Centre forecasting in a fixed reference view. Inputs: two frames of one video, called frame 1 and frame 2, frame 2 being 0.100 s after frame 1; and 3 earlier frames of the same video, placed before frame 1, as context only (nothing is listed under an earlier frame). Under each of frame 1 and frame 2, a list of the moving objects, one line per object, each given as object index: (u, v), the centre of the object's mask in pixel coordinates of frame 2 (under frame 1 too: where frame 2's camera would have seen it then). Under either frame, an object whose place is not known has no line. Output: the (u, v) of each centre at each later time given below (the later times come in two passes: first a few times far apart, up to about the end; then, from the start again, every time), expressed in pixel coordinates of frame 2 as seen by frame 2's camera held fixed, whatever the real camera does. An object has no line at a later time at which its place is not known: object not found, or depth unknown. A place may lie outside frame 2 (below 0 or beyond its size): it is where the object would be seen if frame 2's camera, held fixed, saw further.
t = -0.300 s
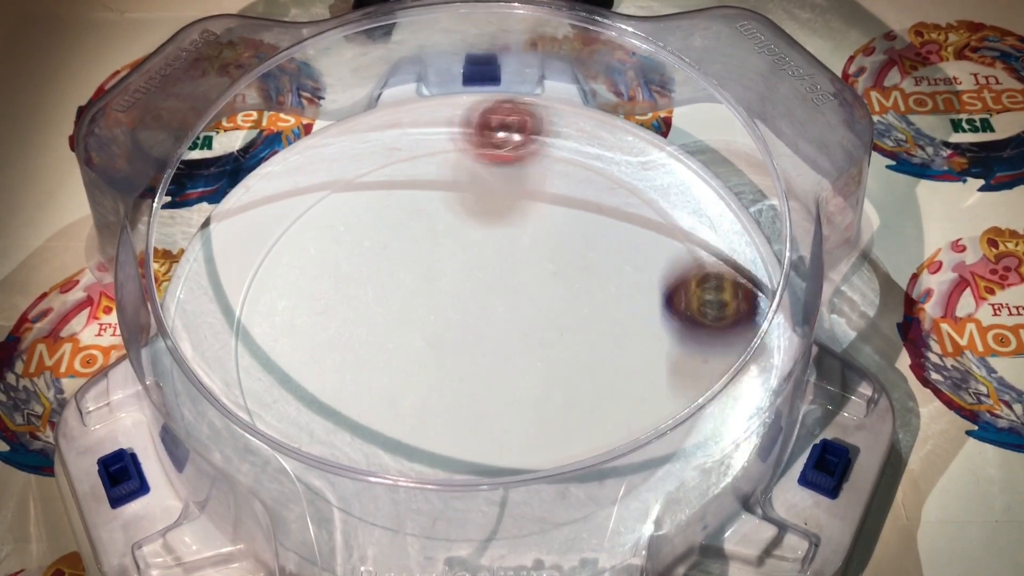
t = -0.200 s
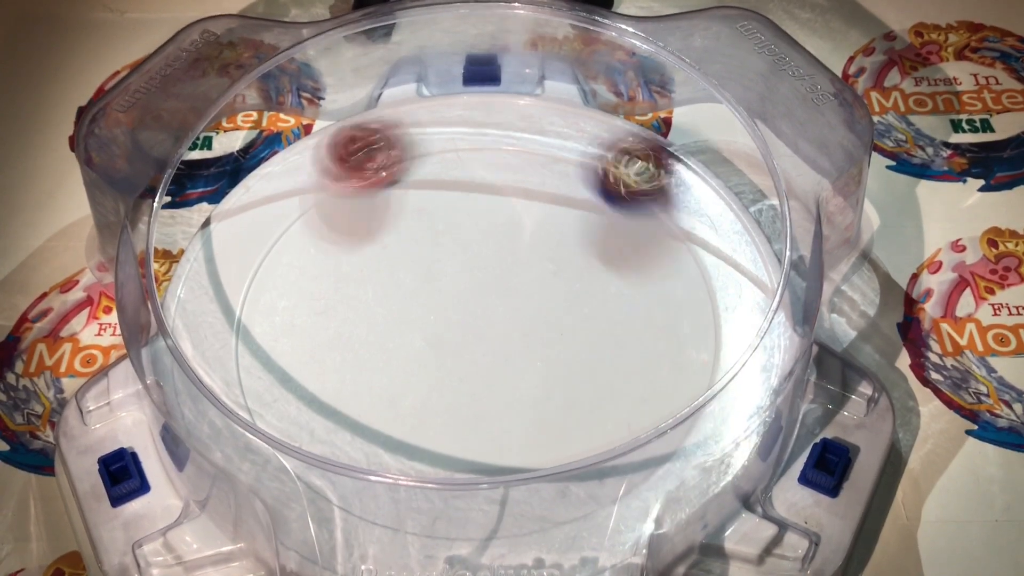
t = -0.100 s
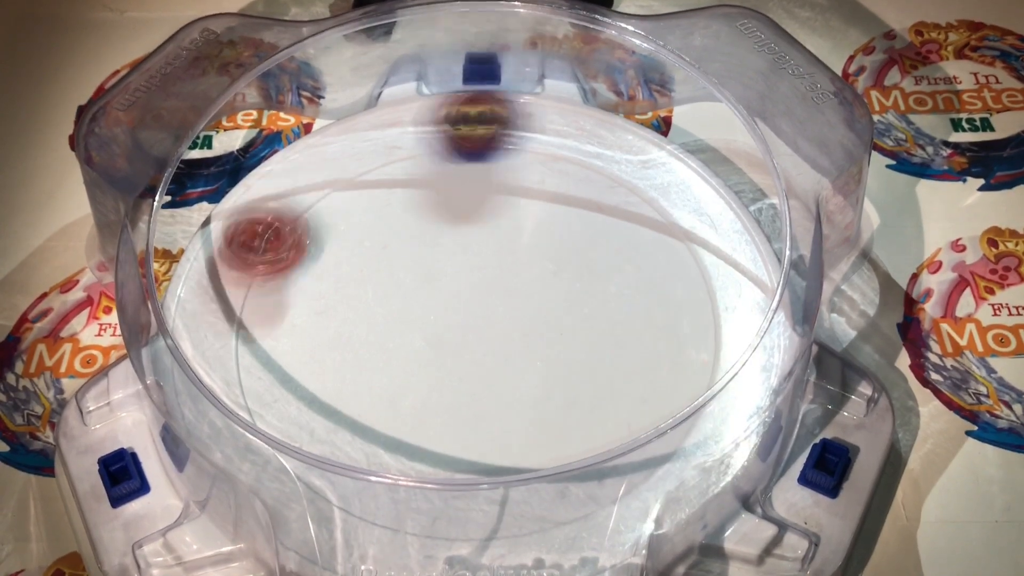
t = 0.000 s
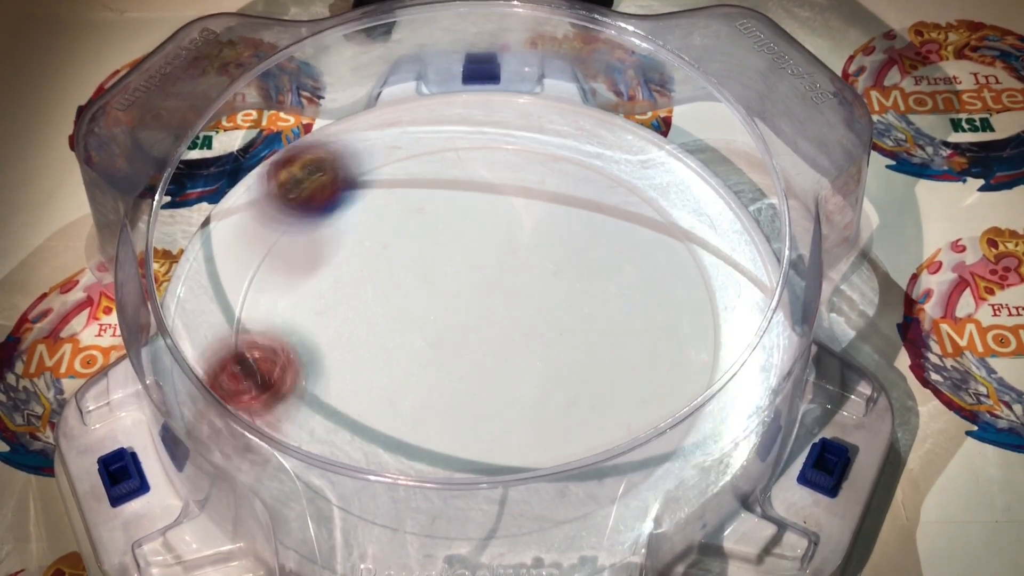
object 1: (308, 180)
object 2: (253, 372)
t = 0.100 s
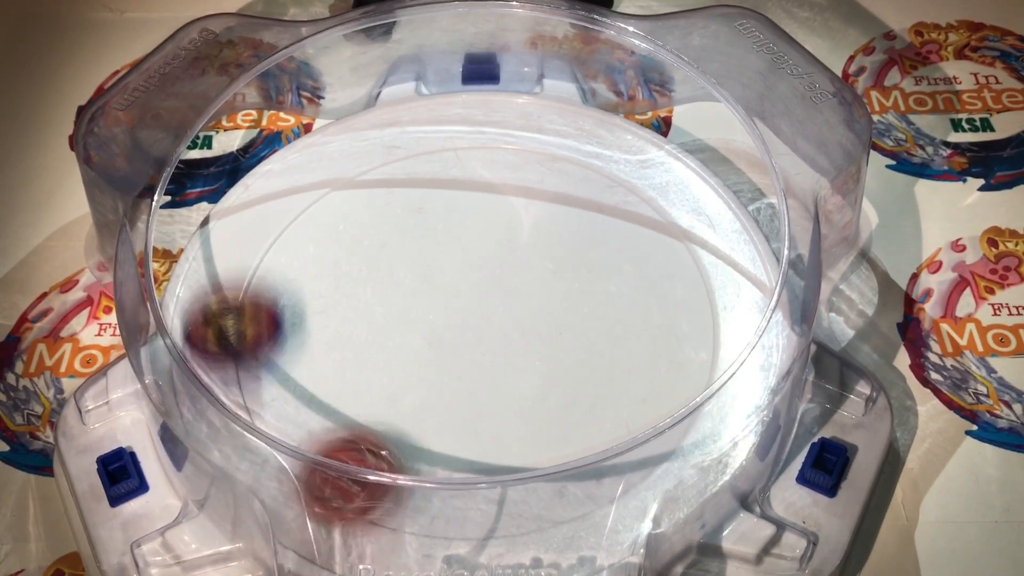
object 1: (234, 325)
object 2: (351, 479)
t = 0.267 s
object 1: (491, 503)
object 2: (603, 468)
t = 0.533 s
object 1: (658, 330)
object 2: (559, 142)
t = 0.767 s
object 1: (498, 241)
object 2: (299, 228)
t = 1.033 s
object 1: (320, 289)
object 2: (438, 465)
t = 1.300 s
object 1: (388, 409)
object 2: (703, 325)
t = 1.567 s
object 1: (509, 308)
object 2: (519, 160)
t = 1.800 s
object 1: (454, 209)
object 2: (293, 255)
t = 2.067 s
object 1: (394, 272)
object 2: (385, 485)
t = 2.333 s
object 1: (519, 302)
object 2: (656, 347)
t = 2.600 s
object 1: (491, 254)
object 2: (570, 147)
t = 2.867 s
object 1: (456, 312)
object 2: (348, 230)
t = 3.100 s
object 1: (532, 345)
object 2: (431, 427)
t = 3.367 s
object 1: (526, 297)
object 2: (684, 360)
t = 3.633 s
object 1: (452, 296)
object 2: (546, 205)
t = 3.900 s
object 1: (442, 331)
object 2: (306, 283)
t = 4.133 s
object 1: (474, 321)
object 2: (348, 458)
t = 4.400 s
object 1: (467, 283)
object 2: (596, 365)
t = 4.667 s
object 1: (445, 288)
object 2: (528, 170)
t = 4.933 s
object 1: (476, 297)
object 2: (324, 207)
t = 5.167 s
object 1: (496, 288)
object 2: (380, 387)
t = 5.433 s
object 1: (491, 289)
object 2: (640, 384)
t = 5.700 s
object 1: (489, 308)
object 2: (614, 212)
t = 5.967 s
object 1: (493, 318)
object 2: (384, 244)
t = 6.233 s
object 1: (480, 315)
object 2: (333, 420)
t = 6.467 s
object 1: (465, 316)
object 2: (540, 432)
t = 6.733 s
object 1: (460, 312)
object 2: (575, 243)
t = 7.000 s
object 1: (460, 300)
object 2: (397, 170)
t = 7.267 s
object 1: (460, 292)
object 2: (337, 331)
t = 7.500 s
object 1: (465, 289)
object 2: (525, 414)
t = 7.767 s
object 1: (477, 288)
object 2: (658, 277)
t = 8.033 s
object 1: (486, 292)
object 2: (481, 217)
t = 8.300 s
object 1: (492, 301)
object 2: (330, 340)
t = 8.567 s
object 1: (494, 307)
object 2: (473, 439)
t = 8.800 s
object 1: (455, 276)
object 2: (635, 355)
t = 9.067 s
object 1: (373, 212)
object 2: (667, 277)
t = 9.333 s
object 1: (379, 246)
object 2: (494, 294)
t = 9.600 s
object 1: (457, 207)
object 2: (386, 544)
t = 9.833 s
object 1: (517, 223)
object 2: (472, 521)
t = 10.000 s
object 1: (531, 271)
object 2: (510, 431)
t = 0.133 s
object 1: (255, 380)
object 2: (399, 500)
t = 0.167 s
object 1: (287, 435)
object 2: (453, 509)
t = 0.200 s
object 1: (344, 475)
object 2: (509, 501)
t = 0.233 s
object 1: (421, 500)
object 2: (563, 493)
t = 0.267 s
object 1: (491, 503)
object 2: (603, 468)
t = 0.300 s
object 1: (555, 482)
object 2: (652, 427)
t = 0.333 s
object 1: (593, 466)
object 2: (687, 376)
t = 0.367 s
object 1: (622, 447)
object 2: (703, 329)
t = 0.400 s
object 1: (646, 424)
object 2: (700, 275)
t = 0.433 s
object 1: (660, 401)
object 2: (681, 231)
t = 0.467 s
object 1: (664, 374)
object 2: (646, 190)
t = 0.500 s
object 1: (666, 353)
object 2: (603, 161)
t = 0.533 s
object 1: (658, 330)
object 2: (559, 142)
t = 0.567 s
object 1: (643, 306)
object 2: (512, 133)
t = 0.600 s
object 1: (625, 288)
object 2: (462, 133)
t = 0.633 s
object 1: (601, 272)
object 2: (417, 138)
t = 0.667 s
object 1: (576, 260)
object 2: (379, 154)
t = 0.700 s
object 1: (550, 251)
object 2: (344, 173)
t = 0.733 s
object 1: (524, 245)
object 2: (316, 200)
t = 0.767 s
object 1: (498, 241)
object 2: (299, 228)
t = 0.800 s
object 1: (474, 240)
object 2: (287, 262)
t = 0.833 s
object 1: (448, 240)
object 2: (282, 300)
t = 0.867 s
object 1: (424, 243)
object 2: (287, 334)
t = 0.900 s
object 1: (400, 248)
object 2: (301, 369)
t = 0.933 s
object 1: (378, 254)
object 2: (324, 402)
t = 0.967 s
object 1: (356, 262)
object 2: (356, 427)
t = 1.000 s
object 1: (336, 275)
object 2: (395, 451)
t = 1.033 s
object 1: (320, 289)
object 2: (438, 465)
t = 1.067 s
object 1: (306, 307)
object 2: (486, 473)
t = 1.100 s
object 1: (298, 328)
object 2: (531, 472)
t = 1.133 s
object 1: (298, 349)
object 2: (573, 462)
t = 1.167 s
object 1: (304, 368)
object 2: (616, 443)
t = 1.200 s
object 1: (316, 385)
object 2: (650, 420)
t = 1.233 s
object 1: (337, 396)
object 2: (677, 390)
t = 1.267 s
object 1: (361, 406)
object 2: (690, 357)
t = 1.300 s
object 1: (388, 409)
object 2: (703, 325)
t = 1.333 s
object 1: (414, 407)
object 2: (703, 294)
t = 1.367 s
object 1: (441, 400)
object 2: (690, 262)
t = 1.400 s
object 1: (463, 388)
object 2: (673, 232)
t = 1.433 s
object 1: (480, 374)
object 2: (649, 209)
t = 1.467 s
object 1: (493, 357)
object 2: (622, 191)
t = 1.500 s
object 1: (502, 341)
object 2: (589, 175)
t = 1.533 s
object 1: (507, 322)
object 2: (554, 165)
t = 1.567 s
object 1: (509, 308)
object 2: (519, 160)
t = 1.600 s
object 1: (509, 289)
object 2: (480, 160)
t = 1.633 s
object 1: (507, 268)
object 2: (444, 166)
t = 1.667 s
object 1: (501, 253)
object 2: (408, 175)
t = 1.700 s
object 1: (493, 239)
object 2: (375, 188)
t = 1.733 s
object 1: (482, 227)
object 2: (343, 207)
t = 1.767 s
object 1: (469, 217)
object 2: (314, 230)
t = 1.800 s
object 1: (454, 209)
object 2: (293, 255)
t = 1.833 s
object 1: (437, 205)
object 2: (275, 286)
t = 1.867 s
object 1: (420, 206)
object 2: (265, 316)
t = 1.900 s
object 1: (405, 212)
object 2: (263, 350)
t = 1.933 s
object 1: (393, 219)
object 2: (270, 383)
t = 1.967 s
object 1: (387, 232)
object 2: (291, 407)
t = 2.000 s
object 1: (387, 245)
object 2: (313, 444)
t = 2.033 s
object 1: (389, 260)
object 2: (347, 467)
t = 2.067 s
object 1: (394, 272)
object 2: (385, 485)
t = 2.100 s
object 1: (402, 281)
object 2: (434, 492)
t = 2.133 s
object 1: (414, 293)
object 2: (483, 491)
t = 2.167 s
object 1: (427, 300)
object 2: (525, 485)
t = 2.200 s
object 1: (443, 304)
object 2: (562, 462)
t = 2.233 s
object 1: (461, 307)
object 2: (597, 436)
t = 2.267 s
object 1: (483, 309)
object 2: (620, 407)
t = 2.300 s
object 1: (502, 309)
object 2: (643, 380)
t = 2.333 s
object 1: (519, 302)
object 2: (656, 347)
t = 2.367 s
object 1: (533, 296)
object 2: (660, 316)
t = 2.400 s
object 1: (547, 286)
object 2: (653, 286)
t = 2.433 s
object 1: (550, 273)
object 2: (651, 253)
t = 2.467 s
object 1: (543, 268)
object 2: (649, 225)
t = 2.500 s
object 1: (532, 261)
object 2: (639, 199)
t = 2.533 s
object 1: (517, 256)
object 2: (625, 173)
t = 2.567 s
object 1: (504, 253)
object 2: (600, 157)
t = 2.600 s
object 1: (491, 254)
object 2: (570, 147)
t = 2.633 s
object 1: (479, 256)
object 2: (535, 135)
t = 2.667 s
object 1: (469, 259)
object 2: (505, 132)
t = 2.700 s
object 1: (462, 266)
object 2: (471, 135)
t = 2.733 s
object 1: (456, 274)
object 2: (440, 143)
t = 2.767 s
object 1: (453, 283)
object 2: (410, 158)
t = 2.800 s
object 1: (451, 293)
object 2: (384, 178)
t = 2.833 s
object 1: (452, 304)
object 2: (365, 202)
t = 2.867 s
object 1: (456, 312)
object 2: (348, 230)
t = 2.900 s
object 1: (464, 321)
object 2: (338, 263)
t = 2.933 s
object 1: (474, 330)
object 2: (337, 291)
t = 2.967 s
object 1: (484, 341)
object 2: (342, 321)
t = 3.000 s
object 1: (494, 347)
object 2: (354, 351)
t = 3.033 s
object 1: (504, 351)
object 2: (372, 380)
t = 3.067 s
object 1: (517, 346)
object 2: (397, 406)
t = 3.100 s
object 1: (532, 345)
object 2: (431, 427)
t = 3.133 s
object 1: (543, 341)
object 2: (465, 438)
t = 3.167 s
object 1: (550, 336)
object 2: (505, 441)
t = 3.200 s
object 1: (553, 330)
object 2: (544, 448)
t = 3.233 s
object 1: (552, 322)
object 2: (581, 444)
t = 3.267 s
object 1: (549, 315)
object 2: (618, 433)
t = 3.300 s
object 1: (543, 309)
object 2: (649, 412)
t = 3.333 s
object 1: (535, 302)
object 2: (667, 384)
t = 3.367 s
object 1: (526, 297)
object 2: (684, 360)
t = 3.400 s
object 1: (516, 291)
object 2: (694, 336)
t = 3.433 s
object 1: (506, 288)
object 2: (690, 306)
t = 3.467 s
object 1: (496, 286)
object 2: (680, 280)
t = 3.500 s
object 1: (485, 285)
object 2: (662, 257)
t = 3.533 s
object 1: (475, 286)
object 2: (638, 236)
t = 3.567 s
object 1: (466, 288)
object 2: (612, 221)
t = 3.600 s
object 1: (459, 291)
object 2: (581, 212)
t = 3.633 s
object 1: (452, 296)
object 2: (546, 205)
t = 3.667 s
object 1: (446, 300)
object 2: (513, 202)
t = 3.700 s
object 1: (442, 305)
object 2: (481, 203)
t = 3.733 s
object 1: (438, 311)
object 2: (447, 208)
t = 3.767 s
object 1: (436, 316)
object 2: (416, 215)
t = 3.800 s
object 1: (435, 321)
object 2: (381, 229)
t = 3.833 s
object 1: (436, 325)
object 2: (354, 244)
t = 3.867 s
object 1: (439, 328)
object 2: (328, 262)
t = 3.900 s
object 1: (442, 331)
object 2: (306, 283)
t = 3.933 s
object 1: (447, 333)
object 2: (288, 308)
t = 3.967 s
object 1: (452, 334)
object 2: (279, 333)
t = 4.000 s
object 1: (456, 334)
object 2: (273, 362)
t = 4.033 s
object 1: (462, 331)
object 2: (280, 390)
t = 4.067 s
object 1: (466, 329)
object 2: (296, 414)
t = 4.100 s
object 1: (471, 325)
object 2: (318, 440)
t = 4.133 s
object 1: (474, 321)
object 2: (348, 458)
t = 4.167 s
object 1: (477, 316)
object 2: (384, 469)
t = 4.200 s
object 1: (478, 310)
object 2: (425, 472)
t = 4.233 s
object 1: (479, 305)
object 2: (466, 465)
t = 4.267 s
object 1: (478, 300)
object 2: (501, 446)
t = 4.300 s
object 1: (477, 294)
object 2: (533, 435)
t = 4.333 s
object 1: (474, 290)
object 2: (561, 418)
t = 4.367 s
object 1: (471, 286)
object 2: (581, 393)
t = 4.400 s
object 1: (467, 283)
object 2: (596, 365)
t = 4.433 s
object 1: (463, 281)
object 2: (605, 336)
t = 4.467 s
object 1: (459, 280)
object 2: (607, 306)
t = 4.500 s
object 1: (454, 280)
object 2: (605, 279)
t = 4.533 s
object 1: (451, 280)
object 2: (597, 254)
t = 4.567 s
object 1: (448, 281)
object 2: (586, 229)
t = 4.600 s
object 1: (446, 282)
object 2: (569, 204)
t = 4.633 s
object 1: (445, 285)
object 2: (550, 186)
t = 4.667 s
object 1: (445, 288)
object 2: (528, 170)
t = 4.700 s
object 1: (447, 291)
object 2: (505, 157)
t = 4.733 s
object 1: (450, 295)
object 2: (478, 148)
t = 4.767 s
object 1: (454, 296)
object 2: (450, 145)
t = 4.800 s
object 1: (458, 297)
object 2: (419, 146)
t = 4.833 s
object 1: (463, 298)
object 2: (389, 154)
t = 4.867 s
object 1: (467, 298)
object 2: (364, 166)
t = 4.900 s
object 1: (472, 298)
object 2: (341, 184)
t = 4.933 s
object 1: (476, 297)
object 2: (324, 207)
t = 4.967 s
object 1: (480, 296)
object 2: (313, 233)
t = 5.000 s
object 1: (484, 295)
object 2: (309, 259)
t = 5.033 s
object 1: (488, 294)
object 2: (311, 287)
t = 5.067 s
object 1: (490, 292)
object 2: (319, 315)
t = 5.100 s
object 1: (493, 290)
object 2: (334, 341)
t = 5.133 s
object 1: (495, 289)
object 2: (355, 365)
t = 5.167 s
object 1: (496, 288)
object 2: (380, 387)
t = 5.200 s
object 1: (497, 287)
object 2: (410, 405)
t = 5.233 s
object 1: (497, 286)
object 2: (443, 417)
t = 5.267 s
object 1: (497, 286)
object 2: (479, 425)
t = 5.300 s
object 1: (496, 286)
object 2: (514, 427)
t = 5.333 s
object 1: (495, 286)
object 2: (548, 424)
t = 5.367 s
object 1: (494, 287)
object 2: (582, 415)
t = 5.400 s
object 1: (493, 288)
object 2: (613, 401)
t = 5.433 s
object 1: (491, 289)
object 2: (640, 384)
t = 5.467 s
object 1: (490, 291)
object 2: (663, 361)
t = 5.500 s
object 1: (489, 294)
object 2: (675, 337)
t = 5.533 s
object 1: (488, 296)
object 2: (681, 312)
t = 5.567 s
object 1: (487, 298)
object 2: (680, 286)
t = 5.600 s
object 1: (487, 301)
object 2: (673, 264)
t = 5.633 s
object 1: (488, 303)
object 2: (658, 243)
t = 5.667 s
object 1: (488, 306)
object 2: (637, 225)
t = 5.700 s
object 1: (489, 308)
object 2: (614, 212)
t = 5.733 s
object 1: (490, 310)
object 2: (587, 202)
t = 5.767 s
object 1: (491, 312)
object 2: (556, 198)
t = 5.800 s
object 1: (492, 313)
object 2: (526, 197)
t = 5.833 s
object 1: (493, 315)
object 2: (495, 201)
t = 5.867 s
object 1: (493, 316)
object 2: (465, 207)
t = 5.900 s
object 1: (494, 318)
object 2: (437, 216)
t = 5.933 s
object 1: (494, 318)
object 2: (410, 229)
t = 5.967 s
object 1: (493, 318)
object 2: (384, 244)
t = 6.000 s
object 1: (493, 318)
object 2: (361, 262)
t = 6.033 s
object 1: (491, 318)
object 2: (343, 281)
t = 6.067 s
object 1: (490, 317)
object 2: (327, 302)
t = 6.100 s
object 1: (489, 316)
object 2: (315, 327)
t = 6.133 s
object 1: (487, 315)
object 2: (308, 352)
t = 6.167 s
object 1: (485, 315)
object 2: (309, 376)
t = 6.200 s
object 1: (482, 315)
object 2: (315, 401)
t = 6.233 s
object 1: (480, 315)
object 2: (333, 420)
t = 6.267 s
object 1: (477, 315)
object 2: (354, 443)
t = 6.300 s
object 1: (475, 315)
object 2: (382, 457)
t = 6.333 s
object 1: (472, 315)
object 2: (414, 466)
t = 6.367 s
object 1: (470, 315)
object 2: (449, 466)
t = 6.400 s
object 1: (469, 315)
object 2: (483, 459)
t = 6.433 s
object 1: (467, 316)
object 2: (513, 443)
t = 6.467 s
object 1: (465, 316)
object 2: (540, 432)
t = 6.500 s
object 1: (464, 316)
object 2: (564, 415)
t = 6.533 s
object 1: (463, 315)
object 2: (581, 391)
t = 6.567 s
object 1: (462, 315)
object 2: (593, 365)
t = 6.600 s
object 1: (461, 315)
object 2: (599, 339)
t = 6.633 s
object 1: (461, 315)
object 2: (599, 312)
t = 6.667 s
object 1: (460, 314)
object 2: (594, 288)
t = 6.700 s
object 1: (460, 313)
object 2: (586, 265)
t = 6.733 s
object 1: (460, 312)
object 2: (575, 243)
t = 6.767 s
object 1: (460, 311)
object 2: (562, 224)
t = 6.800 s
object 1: (460, 309)
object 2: (543, 206)
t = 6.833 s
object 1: (460, 308)
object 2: (525, 189)
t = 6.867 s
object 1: (460, 306)
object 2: (501, 177)
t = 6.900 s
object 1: (460, 304)
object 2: (476, 169)
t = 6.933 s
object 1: (460, 303)
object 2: (449, 165)
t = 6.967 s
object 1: (459, 302)
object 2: (422, 165)
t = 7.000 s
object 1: (460, 300)
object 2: (397, 170)
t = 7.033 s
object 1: (459, 299)
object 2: (374, 180)
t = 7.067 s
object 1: (459, 297)
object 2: (352, 195)
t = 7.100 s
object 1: (459, 296)
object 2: (338, 212)
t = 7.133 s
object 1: (459, 296)
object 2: (325, 235)
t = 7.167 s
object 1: (459, 295)
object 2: (320, 259)
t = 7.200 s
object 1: (459, 294)
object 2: (319, 282)
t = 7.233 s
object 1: (459, 293)
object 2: (326, 308)
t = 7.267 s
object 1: (460, 292)
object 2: (337, 331)
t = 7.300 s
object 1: (460, 291)
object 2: (355, 353)
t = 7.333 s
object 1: (461, 291)
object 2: (378, 373)
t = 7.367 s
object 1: (461, 291)
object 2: (406, 388)
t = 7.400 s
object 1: (462, 290)
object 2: (433, 399)
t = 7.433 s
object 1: (463, 289)
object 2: (464, 409)
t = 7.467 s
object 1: (464, 289)
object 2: (498, 413)
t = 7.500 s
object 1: (465, 289)
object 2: (525, 414)
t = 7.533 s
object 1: (467, 289)
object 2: (557, 409)
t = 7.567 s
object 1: (468, 288)
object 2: (587, 397)
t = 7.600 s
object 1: (469, 288)
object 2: (614, 383)
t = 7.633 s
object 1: (471, 288)
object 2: (634, 365)
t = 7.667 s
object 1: (472, 288)
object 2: (648, 346)
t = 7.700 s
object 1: (474, 288)
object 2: (658, 324)
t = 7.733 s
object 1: (475, 288)
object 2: (662, 301)
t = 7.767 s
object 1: (477, 288)
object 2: (658, 277)
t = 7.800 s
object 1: (478, 288)
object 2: (646, 258)
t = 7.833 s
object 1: (479, 288)
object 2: (630, 241)
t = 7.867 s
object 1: (480, 289)
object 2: (611, 228)
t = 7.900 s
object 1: (481, 289)
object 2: (587, 217)
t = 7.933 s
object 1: (482, 289)
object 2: (559, 212)
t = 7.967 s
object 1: (483, 289)
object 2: (531, 211)
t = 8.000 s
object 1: (485, 292)
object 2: (506, 213)
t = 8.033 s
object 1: (486, 292)
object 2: (481, 217)
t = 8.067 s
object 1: (486, 293)
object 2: (453, 225)
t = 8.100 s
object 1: (488, 295)
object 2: (427, 234)
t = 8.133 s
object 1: (489, 296)
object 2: (403, 247)
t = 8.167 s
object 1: (490, 297)
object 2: (384, 262)
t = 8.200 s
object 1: (491, 298)
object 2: (365, 279)
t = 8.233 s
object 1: (491, 298)
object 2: (350, 297)
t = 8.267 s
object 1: (492, 300)
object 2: (337, 317)
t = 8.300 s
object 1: (492, 301)
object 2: (330, 340)
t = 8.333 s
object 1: (493, 302)
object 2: (328, 363)
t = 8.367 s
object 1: (493, 303)
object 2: (334, 384)
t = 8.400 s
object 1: (494, 303)
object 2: (344, 404)
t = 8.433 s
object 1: (495, 304)
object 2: (362, 422)
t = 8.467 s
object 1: (495, 304)
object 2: (386, 434)
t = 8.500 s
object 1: (494, 305)
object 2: (415, 441)
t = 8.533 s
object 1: (494, 306)
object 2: (447, 441)
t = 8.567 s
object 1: (494, 307)
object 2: (473, 439)
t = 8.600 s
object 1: (493, 308)
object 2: (502, 433)
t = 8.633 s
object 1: (492, 309)
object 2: (529, 419)
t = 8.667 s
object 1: (491, 310)
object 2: (549, 401)
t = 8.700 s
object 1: (490, 311)
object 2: (561, 382)
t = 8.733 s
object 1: (487, 314)
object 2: (576, 361)
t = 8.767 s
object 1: (472, 293)
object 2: (604, 359)
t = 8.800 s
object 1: (455, 276)
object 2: (635, 355)
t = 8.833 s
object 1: (440, 263)
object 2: (651, 352)
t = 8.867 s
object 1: (428, 253)
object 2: (669, 343)
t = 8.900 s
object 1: (418, 245)
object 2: (682, 334)
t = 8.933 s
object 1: (408, 237)
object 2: (693, 323)
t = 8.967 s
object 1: (399, 229)
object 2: (701, 311)
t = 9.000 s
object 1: (389, 223)
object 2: (693, 299)
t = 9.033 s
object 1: (381, 217)
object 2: (680, 286)
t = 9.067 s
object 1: (373, 212)
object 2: (667, 277)
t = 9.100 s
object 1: (365, 209)
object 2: (650, 270)
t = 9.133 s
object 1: (359, 209)
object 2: (628, 266)
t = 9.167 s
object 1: (355, 210)
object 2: (604, 268)
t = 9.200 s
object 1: (355, 214)
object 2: (581, 271)
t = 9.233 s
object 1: (356, 220)
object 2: (558, 275)
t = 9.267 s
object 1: (362, 228)
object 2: (537, 281)
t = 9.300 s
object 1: (369, 235)
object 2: (513, 286)
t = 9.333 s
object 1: (379, 246)
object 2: (494, 294)
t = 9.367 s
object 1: (390, 252)
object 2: (472, 300)
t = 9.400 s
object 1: (402, 251)
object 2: (457, 318)
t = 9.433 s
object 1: (416, 241)
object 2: (432, 361)
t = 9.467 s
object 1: (427, 227)
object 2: (404, 399)
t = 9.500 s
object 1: (438, 222)
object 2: (391, 439)
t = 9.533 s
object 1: (444, 215)
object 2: (379, 490)
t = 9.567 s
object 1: (450, 210)
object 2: (382, 524)
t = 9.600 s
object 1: (457, 207)
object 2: (386, 544)
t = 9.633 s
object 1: (465, 205)
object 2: (409, 538)
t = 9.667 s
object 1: (475, 205)
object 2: (420, 543)
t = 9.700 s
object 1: (485, 207)
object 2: (440, 544)
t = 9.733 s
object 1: (494, 207)
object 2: (448, 535)
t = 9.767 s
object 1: (502, 211)
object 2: (460, 531)
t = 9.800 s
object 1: (511, 218)
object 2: (463, 522)
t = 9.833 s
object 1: (517, 223)
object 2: (472, 521)
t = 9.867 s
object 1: (524, 232)
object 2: (477, 506)
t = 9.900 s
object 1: (528, 241)
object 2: (486, 493)
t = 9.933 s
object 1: (530, 252)
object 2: (497, 475)
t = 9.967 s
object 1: (531, 262)
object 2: (498, 445)
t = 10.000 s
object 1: (531, 271)
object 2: (510, 431)
